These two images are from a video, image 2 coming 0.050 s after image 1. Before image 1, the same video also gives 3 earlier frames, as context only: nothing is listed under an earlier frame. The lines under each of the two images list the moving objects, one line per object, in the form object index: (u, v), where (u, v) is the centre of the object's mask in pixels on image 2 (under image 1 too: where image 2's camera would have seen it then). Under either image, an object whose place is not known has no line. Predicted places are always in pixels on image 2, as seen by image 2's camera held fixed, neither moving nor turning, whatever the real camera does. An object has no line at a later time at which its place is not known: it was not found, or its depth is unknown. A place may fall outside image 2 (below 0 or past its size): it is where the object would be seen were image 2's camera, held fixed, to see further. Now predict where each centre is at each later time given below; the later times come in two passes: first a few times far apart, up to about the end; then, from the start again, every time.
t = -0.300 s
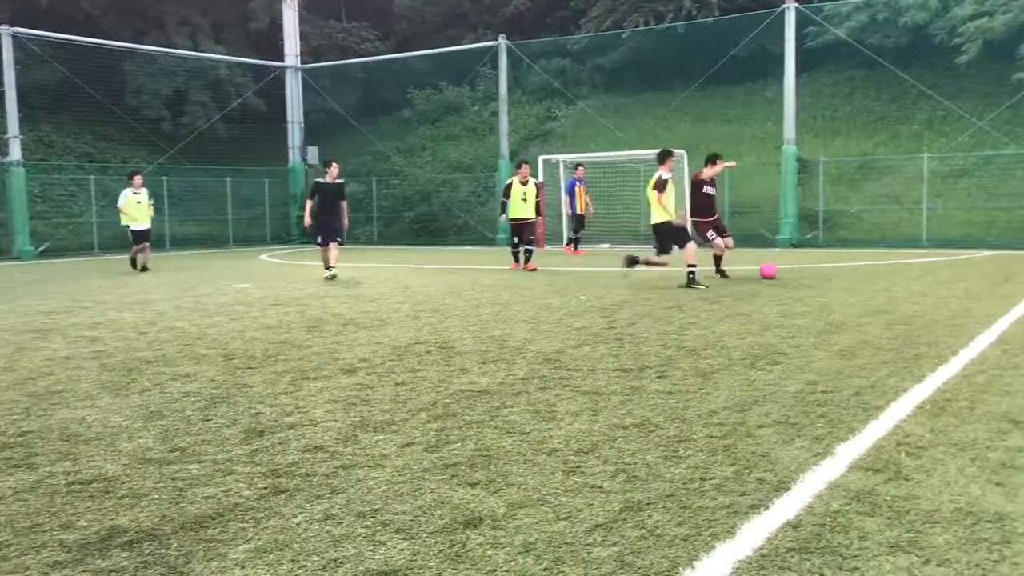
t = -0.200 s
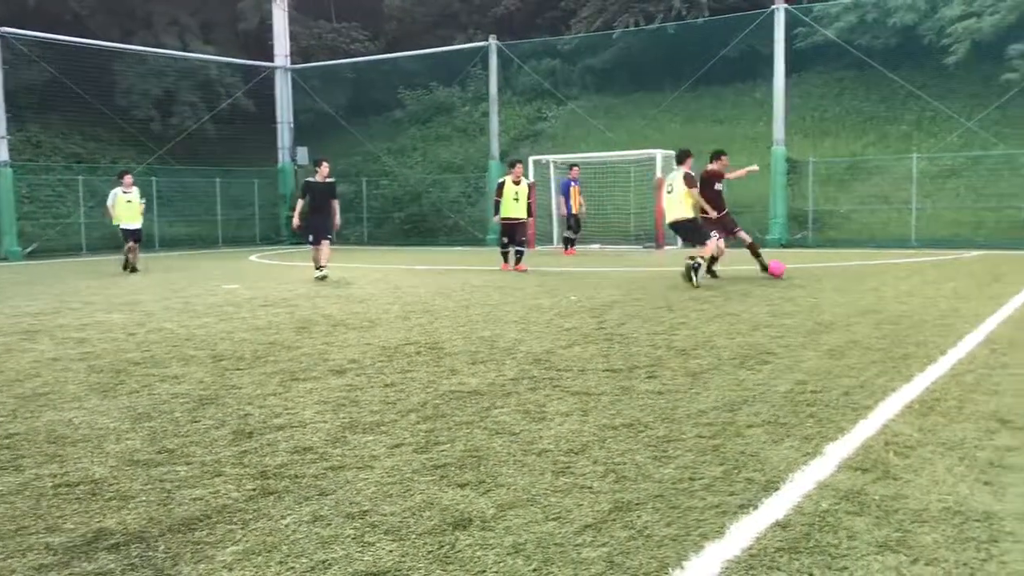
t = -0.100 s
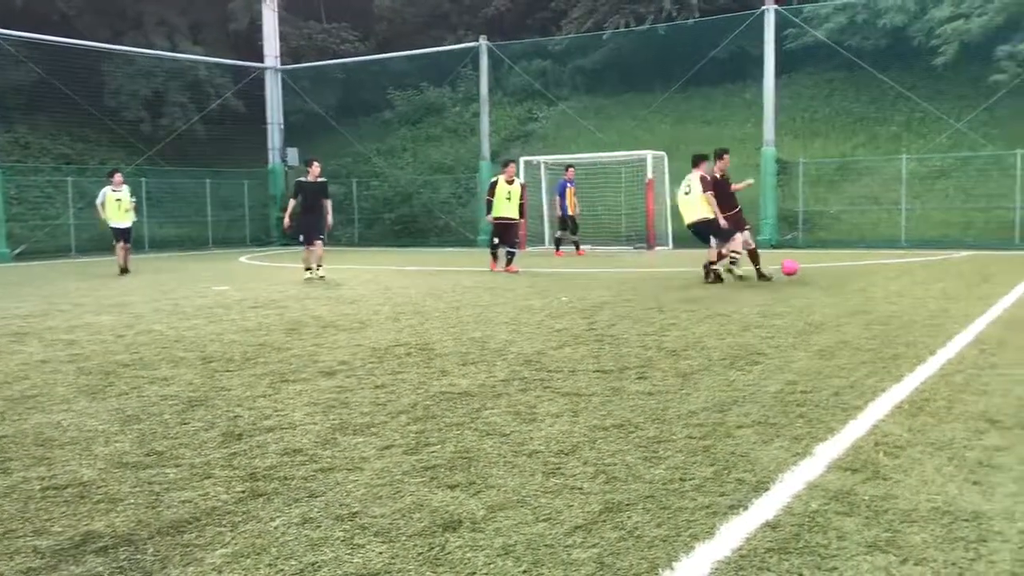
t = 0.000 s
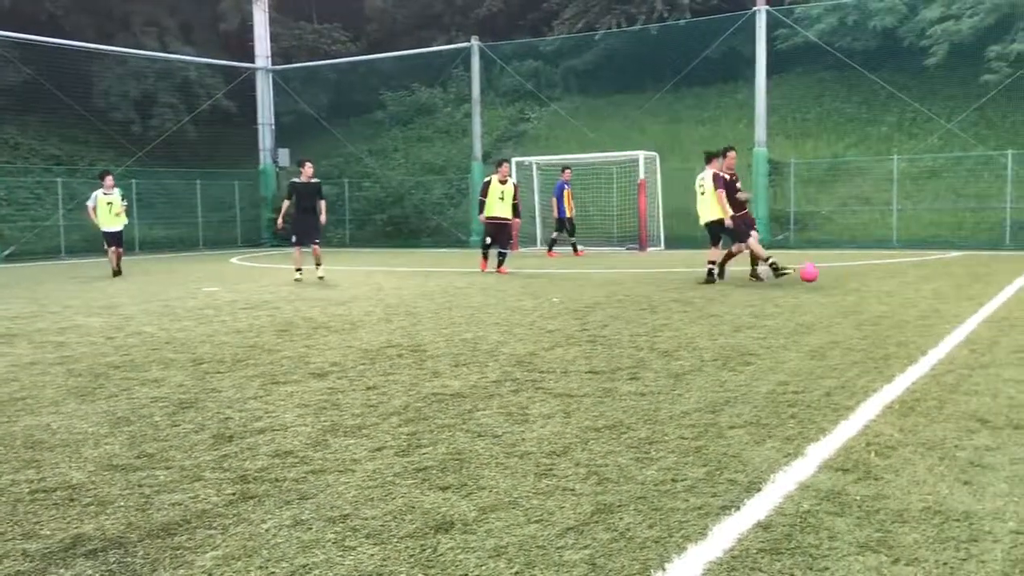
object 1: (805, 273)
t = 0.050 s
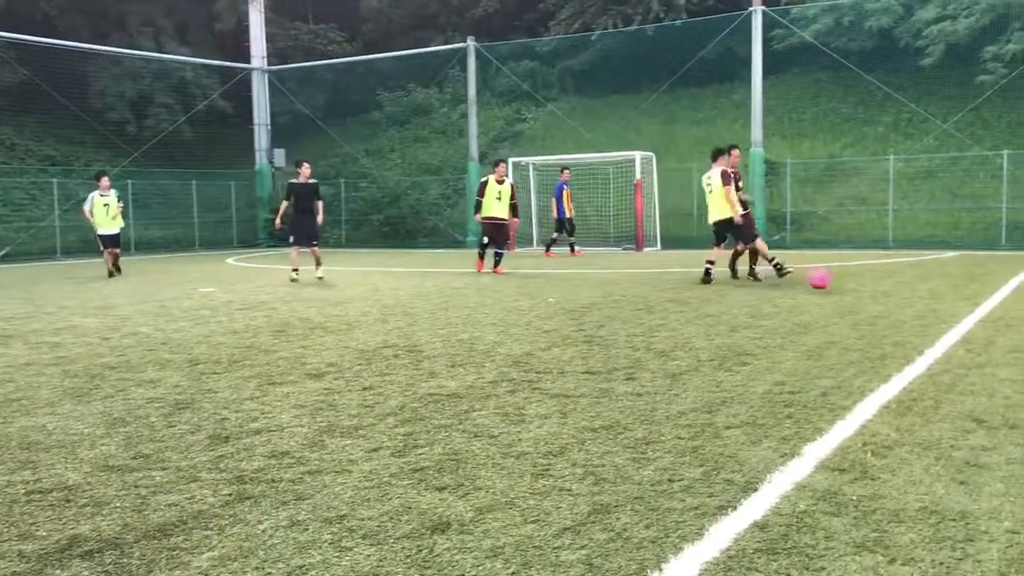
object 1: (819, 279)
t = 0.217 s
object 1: (867, 284)
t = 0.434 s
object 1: (931, 298)
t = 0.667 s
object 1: (1008, 308)
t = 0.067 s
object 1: (824, 282)
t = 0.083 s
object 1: (830, 285)
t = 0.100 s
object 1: (835, 286)
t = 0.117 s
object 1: (838, 286)
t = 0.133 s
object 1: (844, 285)
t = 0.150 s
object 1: (848, 284)
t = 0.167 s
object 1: (852, 284)
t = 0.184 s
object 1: (858, 284)
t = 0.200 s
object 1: (862, 284)
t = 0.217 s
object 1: (867, 284)
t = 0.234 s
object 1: (871, 285)
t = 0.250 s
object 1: (874, 286)
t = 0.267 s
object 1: (881, 287)
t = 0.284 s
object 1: (887, 289)
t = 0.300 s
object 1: (891, 291)
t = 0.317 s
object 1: (897, 293)
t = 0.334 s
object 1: (901, 295)
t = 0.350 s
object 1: (907, 297)
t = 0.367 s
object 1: (912, 297)
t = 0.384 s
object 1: (917, 297)
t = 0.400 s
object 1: (922, 297)
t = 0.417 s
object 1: (926, 297)
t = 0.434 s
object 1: (931, 298)
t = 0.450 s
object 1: (938, 300)
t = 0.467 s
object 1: (944, 301)
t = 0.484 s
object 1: (947, 302)
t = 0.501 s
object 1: (953, 303)
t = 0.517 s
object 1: (958, 303)
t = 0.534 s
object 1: (963, 303)
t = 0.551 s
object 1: (967, 303)
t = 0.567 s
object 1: (973, 303)
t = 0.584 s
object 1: (979, 305)
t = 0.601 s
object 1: (984, 305)
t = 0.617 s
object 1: (991, 306)
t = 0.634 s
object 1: (996, 306)
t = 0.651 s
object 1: (1002, 307)
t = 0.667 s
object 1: (1008, 308)
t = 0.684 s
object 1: (1013, 309)
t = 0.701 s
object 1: (1017, 309)
